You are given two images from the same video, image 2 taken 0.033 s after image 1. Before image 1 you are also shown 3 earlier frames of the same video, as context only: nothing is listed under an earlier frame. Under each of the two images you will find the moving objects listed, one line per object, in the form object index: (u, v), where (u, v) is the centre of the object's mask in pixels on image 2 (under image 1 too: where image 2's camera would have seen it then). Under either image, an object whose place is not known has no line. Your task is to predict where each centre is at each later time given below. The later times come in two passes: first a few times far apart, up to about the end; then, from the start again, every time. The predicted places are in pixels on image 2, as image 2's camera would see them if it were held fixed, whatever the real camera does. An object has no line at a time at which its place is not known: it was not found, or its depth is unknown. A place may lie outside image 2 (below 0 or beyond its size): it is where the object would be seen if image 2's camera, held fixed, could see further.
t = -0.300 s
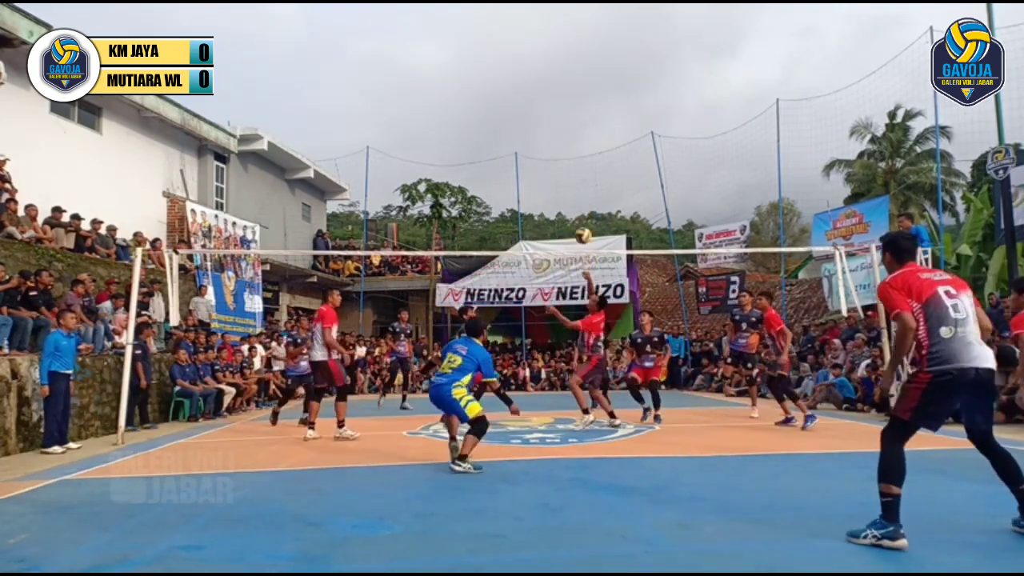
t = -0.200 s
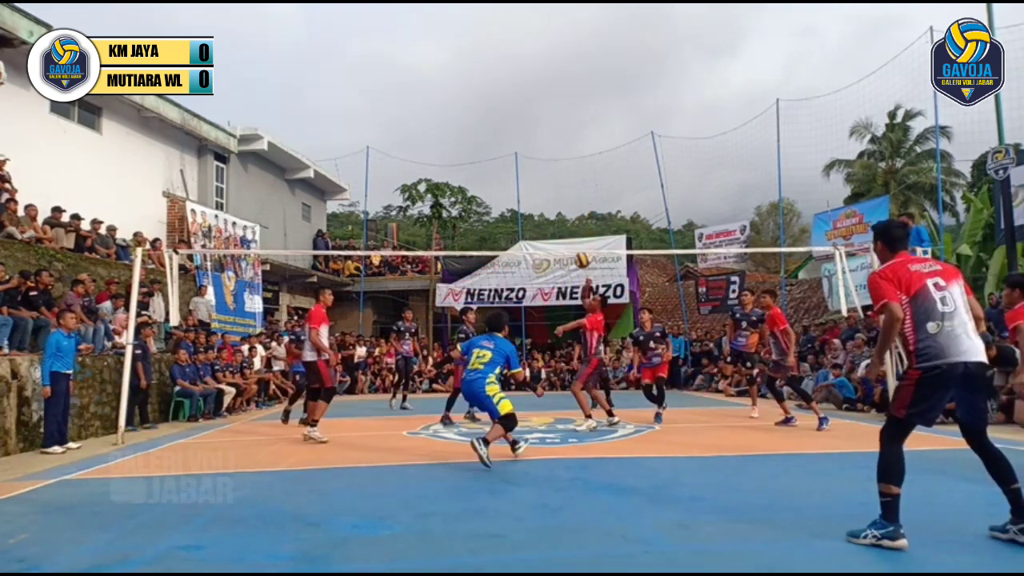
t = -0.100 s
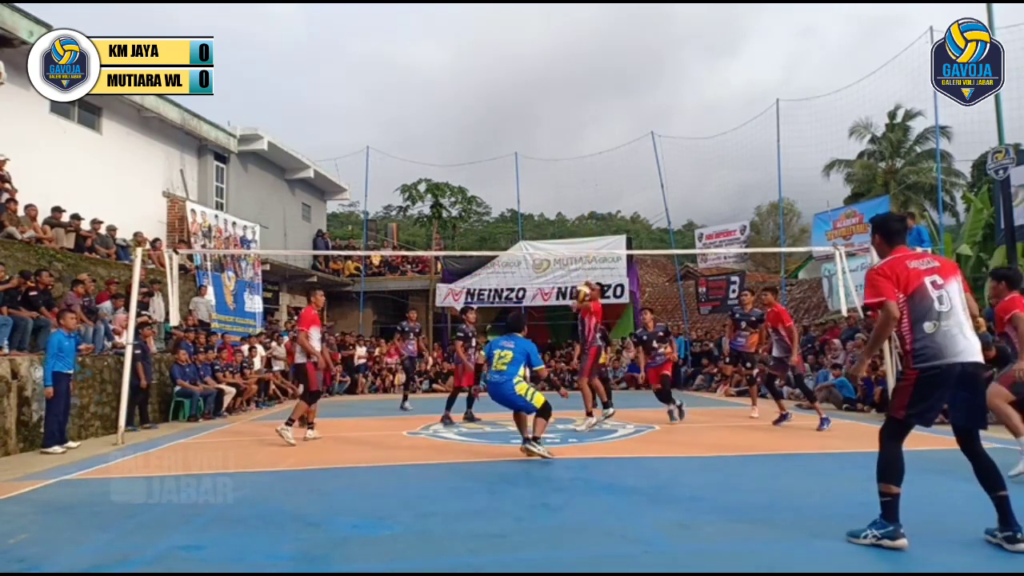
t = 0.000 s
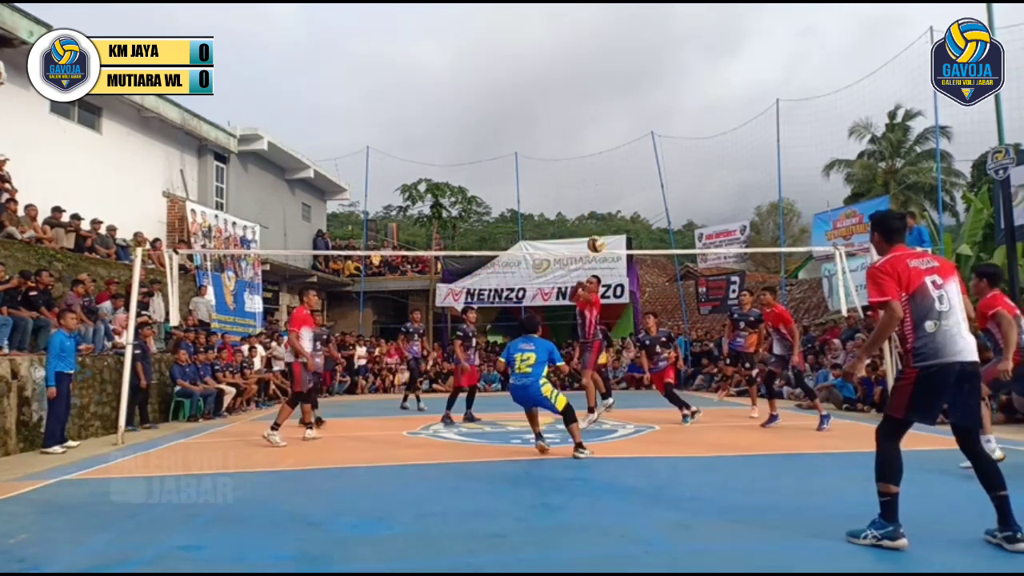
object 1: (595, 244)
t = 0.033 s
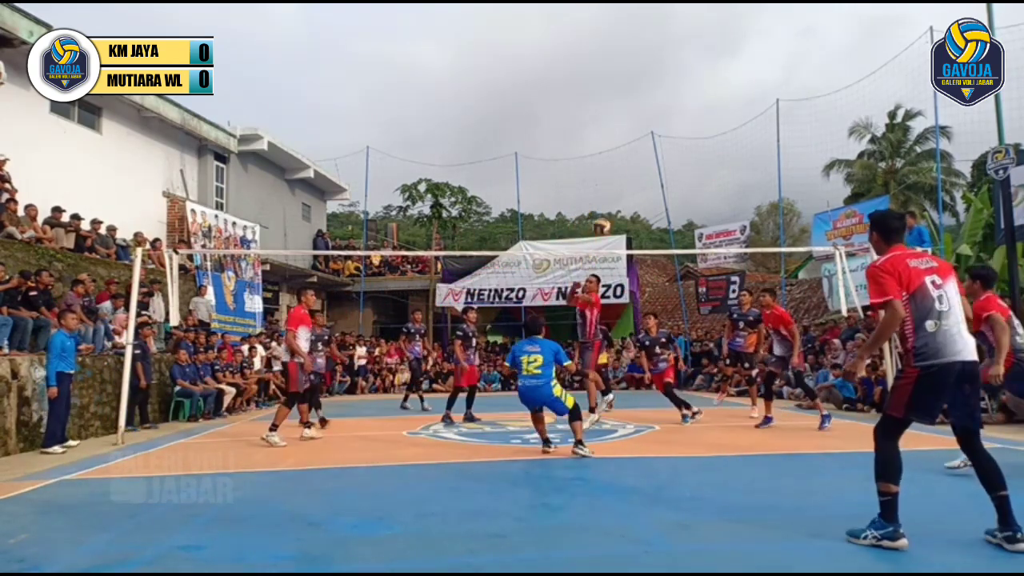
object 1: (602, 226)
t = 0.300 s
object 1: (648, 107)
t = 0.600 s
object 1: (716, 24)
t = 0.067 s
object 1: (607, 210)
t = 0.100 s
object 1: (612, 193)
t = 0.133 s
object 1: (618, 177)
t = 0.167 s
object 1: (623, 162)
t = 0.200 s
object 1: (629, 147)
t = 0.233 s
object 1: (635, 133)
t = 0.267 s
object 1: (641, 120)
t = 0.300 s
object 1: (648, 107)
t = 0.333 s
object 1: (654, 94)
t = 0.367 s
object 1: (661, 82)
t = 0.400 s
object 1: (669, 71)
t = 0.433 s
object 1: (675, 62)
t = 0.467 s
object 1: (683, 52)
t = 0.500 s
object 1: (691, 44)
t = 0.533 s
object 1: (699, 36)
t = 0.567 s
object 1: (708, 29)
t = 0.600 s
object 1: (716, 24)
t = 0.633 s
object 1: (725, 20)
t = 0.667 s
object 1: (735, 16)
